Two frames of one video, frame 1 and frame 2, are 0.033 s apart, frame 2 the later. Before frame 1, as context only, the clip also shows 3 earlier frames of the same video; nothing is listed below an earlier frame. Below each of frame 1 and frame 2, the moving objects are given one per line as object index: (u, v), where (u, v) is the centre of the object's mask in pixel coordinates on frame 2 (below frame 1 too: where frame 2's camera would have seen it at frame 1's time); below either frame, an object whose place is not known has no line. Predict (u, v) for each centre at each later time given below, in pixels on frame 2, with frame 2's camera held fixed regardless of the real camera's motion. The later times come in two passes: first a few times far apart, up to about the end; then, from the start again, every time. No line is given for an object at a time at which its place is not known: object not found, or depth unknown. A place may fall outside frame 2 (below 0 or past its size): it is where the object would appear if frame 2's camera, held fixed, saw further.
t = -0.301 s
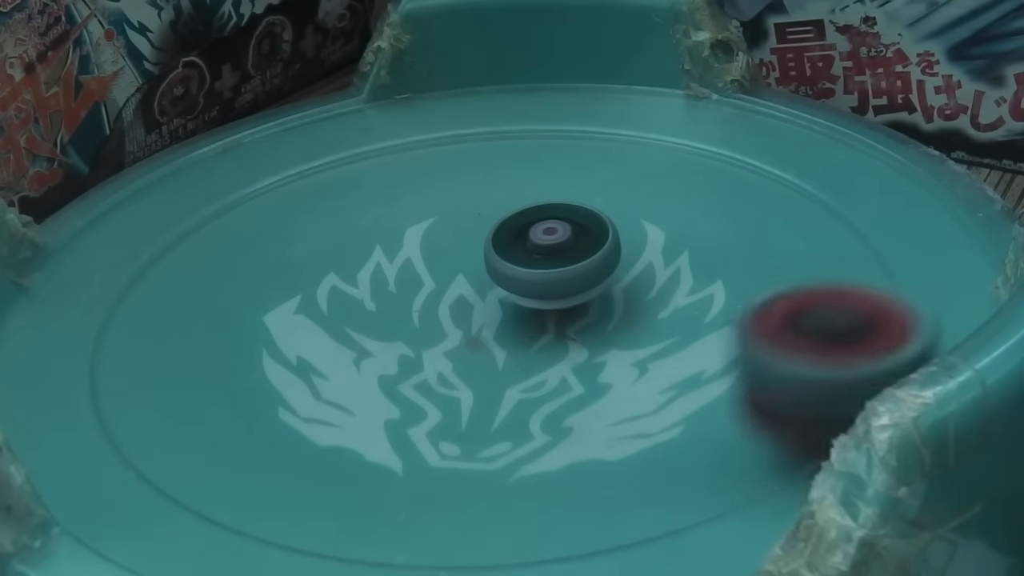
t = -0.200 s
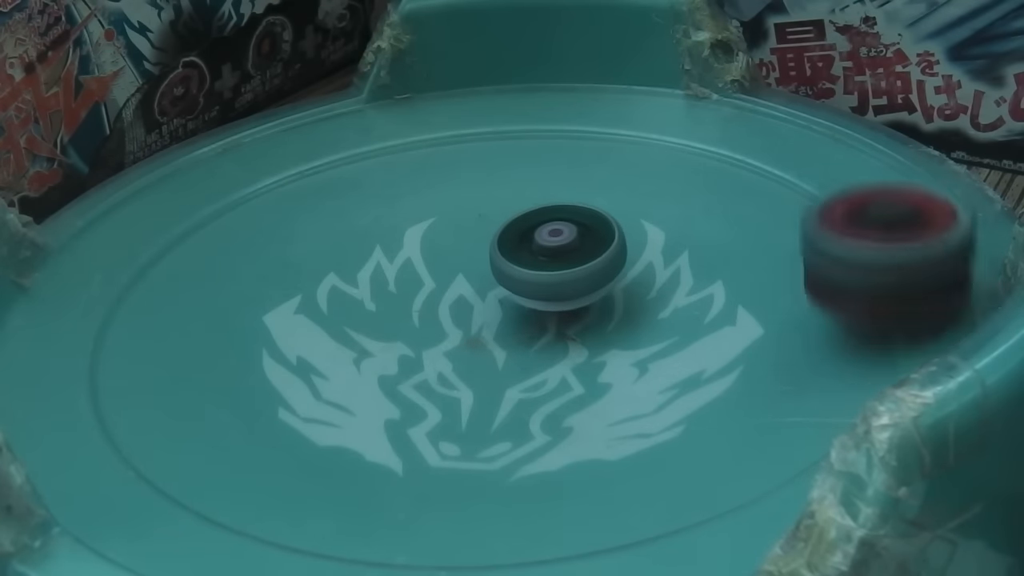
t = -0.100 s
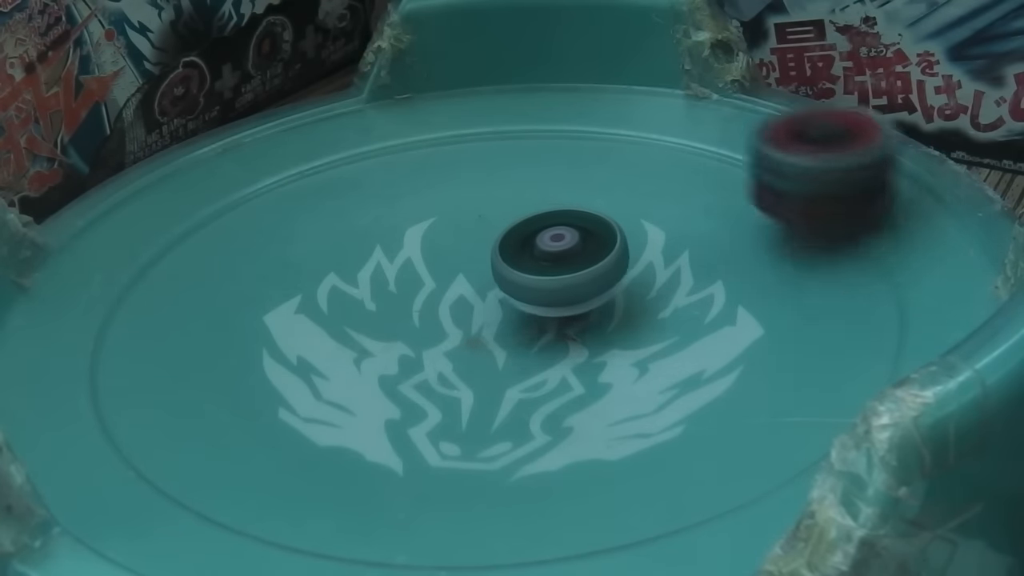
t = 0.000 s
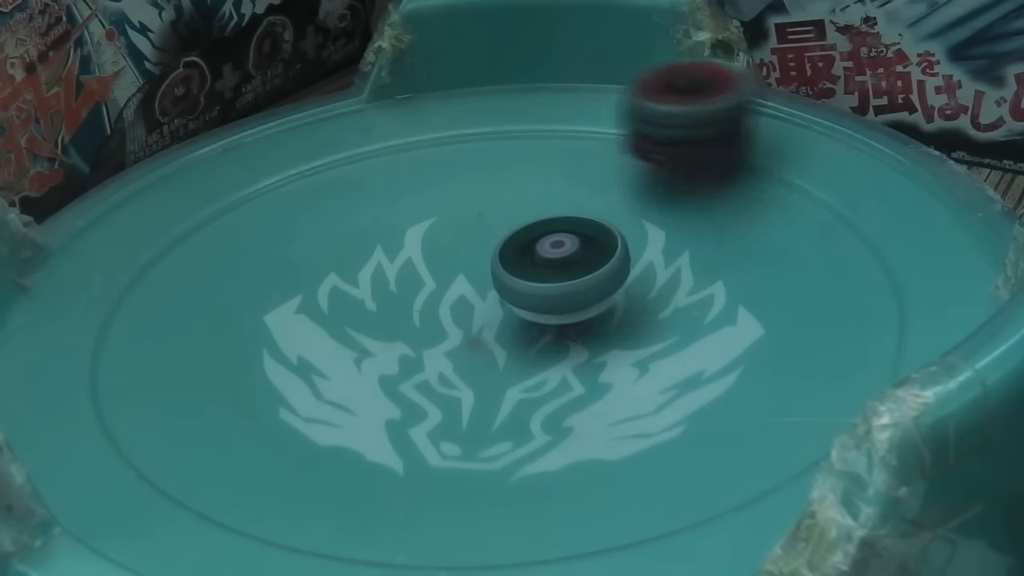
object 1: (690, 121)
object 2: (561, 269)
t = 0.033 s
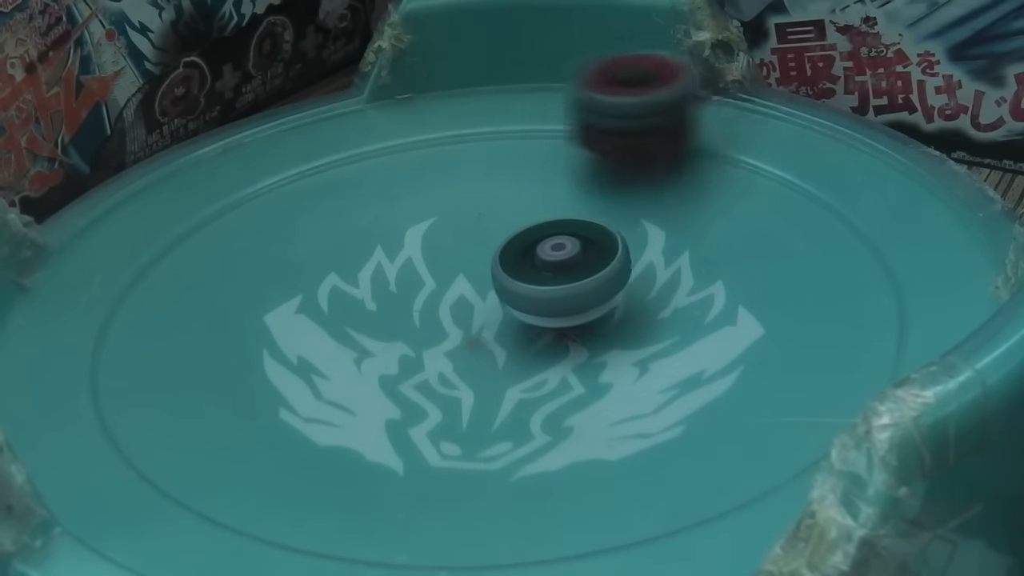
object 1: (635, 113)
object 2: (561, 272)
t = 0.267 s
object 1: (245, 157)
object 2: (570, 288)
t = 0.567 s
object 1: (221, 457)
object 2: (559, 302)
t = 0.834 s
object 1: (842, 336)
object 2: (550, 317)
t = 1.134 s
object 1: (664, 107)
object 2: (556, 323)
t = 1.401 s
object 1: (231, 160)
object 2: (526, 330)
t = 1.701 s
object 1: (246, 452)
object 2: (481, 329)
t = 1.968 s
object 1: (854, 326)
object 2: (445, 327)
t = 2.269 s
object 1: (676, 107)
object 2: (448, 332)
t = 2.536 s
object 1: (259, 150)
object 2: (447, 320)
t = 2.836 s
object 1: (187, 439)
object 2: (436, 294)
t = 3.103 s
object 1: (810, 371)
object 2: (436, 291)
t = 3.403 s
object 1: (743, 127)
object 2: (450, 288)
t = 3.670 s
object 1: (325, 132)
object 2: (473, 276)
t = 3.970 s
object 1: (112, 385)
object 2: (485, 277)
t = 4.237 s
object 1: (703, 443)
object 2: (502, 281)
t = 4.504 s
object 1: (829, 184)
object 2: (519, 283)
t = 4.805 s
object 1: (422, 108)
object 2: (519, 284)
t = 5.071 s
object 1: (107, 269)
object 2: (513, 295)
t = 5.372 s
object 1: (528, 469)
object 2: (512, 310)
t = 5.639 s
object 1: (869, 238)
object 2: (517, 310)
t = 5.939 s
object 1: (544, 101)
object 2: (505, 309)
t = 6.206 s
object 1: (173, 212)
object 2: (492, 308)
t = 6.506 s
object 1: (349, 473)
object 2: (477, 308)
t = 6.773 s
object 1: (863, 311)
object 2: (455, 308)
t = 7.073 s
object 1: (654, 120)
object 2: (463, 303)
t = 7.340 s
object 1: (264, 161)
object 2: (472, 298)
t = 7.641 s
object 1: (181, 421)
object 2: (475, 297)
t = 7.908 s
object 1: (755, 395)
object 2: (482, 293)
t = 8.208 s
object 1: (739, 150)
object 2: (486, 293)
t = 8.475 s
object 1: (370, 130)
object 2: (500, 292)
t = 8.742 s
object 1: (128, 316)
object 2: (510, 295)
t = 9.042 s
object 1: (627, 438)
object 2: (508, 294)
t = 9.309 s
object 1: (823, 212)
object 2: (505, 300)
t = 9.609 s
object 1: (473, 119)
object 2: (497, 309)
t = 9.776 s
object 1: (250, 184)
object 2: (497, 309)
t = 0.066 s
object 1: (580, 107)
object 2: (561, 275)
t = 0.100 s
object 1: (523, 106)
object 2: (563, 277)
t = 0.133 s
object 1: (464, 107)
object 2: (563, 279)
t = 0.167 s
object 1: (407, 113)
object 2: (565, 282)
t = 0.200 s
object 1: (348, 119)
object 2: (566, 284)
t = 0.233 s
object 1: (295, 135)
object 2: (568, 287)
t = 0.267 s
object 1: (245, 157)
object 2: (570, 288)
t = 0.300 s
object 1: (198, 180)
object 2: (571, 290)
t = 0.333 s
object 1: (157, 209)
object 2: (572, 291)
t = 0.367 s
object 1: (128, 242)
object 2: (572, 292)
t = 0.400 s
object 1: (103, 277)
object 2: (572, 293)
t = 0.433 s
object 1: (90, 316)
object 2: (571, 295)
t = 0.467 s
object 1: (96, 354)
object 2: (569, 296)
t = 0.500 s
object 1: (119, 392)
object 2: (566, 298)
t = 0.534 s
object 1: (160, 428)
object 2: (563, 300)
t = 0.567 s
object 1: (221, 457)
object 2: (559, 302)
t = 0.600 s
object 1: (302, 476)
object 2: (557, 303)
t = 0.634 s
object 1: (393, 482)
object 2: (554, 305)
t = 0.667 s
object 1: (494, 478)
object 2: (551, 307)
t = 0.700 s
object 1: (589, 469)
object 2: (549, 309)
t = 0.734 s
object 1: (675, 448)
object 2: (548, 312)
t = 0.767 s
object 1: (748, 415)
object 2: (548, 314)
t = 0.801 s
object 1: (800, 373)
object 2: (549, 316)
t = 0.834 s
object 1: (842, 336)
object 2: (550, 317)
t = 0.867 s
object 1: (869, 303)
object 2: (551, 320)
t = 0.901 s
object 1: (877, 270)
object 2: (551, 321)
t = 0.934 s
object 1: (870, 236)
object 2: (553, 323)
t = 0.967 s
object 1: (853, 206)
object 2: (554, 324)
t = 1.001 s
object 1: (828, 177)
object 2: (554, 325)
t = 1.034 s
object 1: (796, 153)
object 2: (555, 325)
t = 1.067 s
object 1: (758, 134)
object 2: (555, 325)
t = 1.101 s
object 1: (712, 118)
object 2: (556, 324)
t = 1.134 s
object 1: (664, 107)
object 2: (556, 323)
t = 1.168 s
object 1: (612, 99)
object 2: (555, 321)
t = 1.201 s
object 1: (557, 99)
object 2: (554, 321)
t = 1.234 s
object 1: (501, 99)
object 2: (552, 320)
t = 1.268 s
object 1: (443, 102)
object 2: (548, 323)
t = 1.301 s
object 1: (386, 112)
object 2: (543, 324)
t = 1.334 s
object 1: (330, 121)
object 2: (538, 326)
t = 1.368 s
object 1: (279, 141)
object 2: (532, 328)
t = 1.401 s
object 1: (231, 160)
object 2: (526, 330)
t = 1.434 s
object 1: (189, 182)
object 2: (520, 332)
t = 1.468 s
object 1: (152, 210)
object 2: (514, 334)
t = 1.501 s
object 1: (123, 241)
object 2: (508, 335)
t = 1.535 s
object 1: (103, 278)
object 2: (504, 336)
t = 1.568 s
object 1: (97, 317)
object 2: (498, 335)
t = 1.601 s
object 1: (106, 353)
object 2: (493, 335)
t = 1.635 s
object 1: (133, 391)
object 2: (488, 333)
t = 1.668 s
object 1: (180, 425)
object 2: (485, 331)
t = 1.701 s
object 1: (246, 452)
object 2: (481, 329)
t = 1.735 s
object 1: (324, 470)
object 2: (477, 328)
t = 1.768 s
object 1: (421, 472)
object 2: (472, 326)
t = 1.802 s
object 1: (513, 472)
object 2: (466, 323)
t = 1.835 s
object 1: (611, 460)
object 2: (460, 325)
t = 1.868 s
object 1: (696, 438)
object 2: (456, 325)
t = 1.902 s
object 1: (761, 401)
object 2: (452, 325)
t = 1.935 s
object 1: (812, 361)
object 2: (449, 326)
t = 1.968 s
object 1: (854, 326)
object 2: (445, 327)
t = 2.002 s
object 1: (881, 294)
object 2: (444, 328)
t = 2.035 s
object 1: (889, 260)
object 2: (440, 329)
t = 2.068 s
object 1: (884, 227)
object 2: (441, 329)
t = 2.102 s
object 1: (869, 197)
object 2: (441, 330)
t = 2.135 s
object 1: (841, 173)
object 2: (443, 331)
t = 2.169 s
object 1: (807, 149)
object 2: (444, 332)
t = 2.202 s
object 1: (768, 130)
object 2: (447, 332)
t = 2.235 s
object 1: (723, 117)
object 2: (447, 333)
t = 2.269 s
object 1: (676, 107)
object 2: (448, 332)
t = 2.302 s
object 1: (626, 99)
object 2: (448, 332)
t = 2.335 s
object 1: (573, 96)
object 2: (449, 330)
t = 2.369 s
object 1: (520, 93)
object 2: (450, 329)
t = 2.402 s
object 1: (463, 100)
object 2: (451, 328)
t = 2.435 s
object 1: (411, 109)
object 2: (451, 326)
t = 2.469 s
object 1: (355, 118)
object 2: (451, 324)
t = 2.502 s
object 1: (305, 133)
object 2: (450, 322)
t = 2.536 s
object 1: (259, 150)
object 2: (447, 320)
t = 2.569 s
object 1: (215, 171)
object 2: (445, 317)
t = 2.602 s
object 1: (175, 197)
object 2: (441, 314)
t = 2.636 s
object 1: (141, 227)
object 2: (439, 311)
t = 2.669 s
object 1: (117, 260)
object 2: (436, 308)
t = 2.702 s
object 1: (102, 295)
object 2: (435, 304)
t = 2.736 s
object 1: (100, 332)
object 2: (434, 301)
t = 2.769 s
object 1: (112, 369)
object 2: (435, 298)
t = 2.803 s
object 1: (141, 406)
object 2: (436, 296)
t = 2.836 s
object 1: (187, 439)
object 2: (436, 294)
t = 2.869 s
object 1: (252, 466)
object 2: (436, 293)
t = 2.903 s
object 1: (331, 479)
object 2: (435, 292)
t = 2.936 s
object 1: (421, 483)
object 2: (435, 292)
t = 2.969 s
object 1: (515, 482)
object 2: (435, 292)
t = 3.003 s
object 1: (612, 474)
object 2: (435, 291)
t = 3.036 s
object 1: (698, 452)
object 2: (435, 291)
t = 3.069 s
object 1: (759, 413)
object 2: (436, 291)
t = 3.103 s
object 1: (810, 371)
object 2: (436, 291)
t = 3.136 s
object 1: (853, 335)
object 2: (436, 291)
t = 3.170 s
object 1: (882, 304)
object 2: (436, 291)
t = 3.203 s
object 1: (892, 276)
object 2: (437, 290)
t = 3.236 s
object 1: (887, 243)
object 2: (438, 290)
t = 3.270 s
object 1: (873, 213)
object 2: (440, 289)
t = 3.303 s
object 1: (851, 185)
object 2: (441, 290)
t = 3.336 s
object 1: (821, 164)
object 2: (443, 289)
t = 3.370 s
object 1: (786, 143)
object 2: (447, 288)
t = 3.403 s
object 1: (743, 127)
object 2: (450, 288)
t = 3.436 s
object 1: (696, 118)
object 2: (454, 287)
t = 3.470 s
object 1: (648, 109)
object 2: (458, 286)
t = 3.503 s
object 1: (593, 105)
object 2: (462, 285)
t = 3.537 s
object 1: (541, 103)
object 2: (465, 284)
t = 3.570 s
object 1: (489, 103)
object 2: (468, 282)
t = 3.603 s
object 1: (433, 111)
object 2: (470, 280)
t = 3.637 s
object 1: (378, 117)
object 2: (472, 278)
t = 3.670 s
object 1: (325, 132)
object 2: (473, 276)
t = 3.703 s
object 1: (277, 147)
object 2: (475, 275)
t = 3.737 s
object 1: (230, 167)
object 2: (476, 274)
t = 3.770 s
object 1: (187, 188)
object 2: (477, 274)
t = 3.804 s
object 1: (151, 214)
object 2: (478, 273)
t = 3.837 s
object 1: (121, 243)
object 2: (479, 274)
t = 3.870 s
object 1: (98, 276)
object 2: (480, 274)
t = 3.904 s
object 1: (90, 312)
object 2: (483, 275)
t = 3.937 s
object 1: (94, 348)
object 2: (484, 276)
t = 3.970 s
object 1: (112, 385)
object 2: (485, 277)
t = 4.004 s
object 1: (146, 419)
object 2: (485, 278)
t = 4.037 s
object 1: (200, 448)
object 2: (486, 278)
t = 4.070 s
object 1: (268, 471)
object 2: (487, 278)
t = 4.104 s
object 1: (348, 480)
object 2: (490, 278)
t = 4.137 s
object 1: (440, 482)
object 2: (493, 279)
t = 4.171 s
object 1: (532, 479)
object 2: (497, 280)
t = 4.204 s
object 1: (620, 466)
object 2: (500, 280)
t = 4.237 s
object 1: (703, 443)
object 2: (502, 281)
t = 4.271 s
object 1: (761, 405)
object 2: (504, 282)
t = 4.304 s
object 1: (808, 365)
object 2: (506, 282)
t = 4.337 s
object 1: (846, 332)
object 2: (510, 282)
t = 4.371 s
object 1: (869, 302)
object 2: (514, 282)
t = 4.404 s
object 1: (876, 270)
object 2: (516, 283)
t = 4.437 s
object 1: (868, 239)
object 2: (518, 283)
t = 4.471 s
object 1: (852, 210)
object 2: (518, 283)
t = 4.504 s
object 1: (829, 184)
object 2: (519, 283)
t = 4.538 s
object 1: (800, 162)
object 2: (519, 283)
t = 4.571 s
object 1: (765, 142)
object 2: (520, 283)
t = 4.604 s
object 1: (721, 127)
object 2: (521, 283)
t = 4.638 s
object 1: (676, 117)
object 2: (521, 282)
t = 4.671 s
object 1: (627, 109)
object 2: (521, 282)
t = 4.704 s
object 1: (577, 103)
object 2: (520, 282)
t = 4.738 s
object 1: (526, 102)
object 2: (520, 283)
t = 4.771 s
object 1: (474, 103)
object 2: (520, 283)
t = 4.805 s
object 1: (422, 108)
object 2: (519, 284)
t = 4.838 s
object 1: (371, 115)
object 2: (518, 284)
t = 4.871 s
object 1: (320, 128)
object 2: (516, 285)
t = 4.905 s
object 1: (274, 141)
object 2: (516, 286)
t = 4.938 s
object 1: (231, 160)
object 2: (515, 287)
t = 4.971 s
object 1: (190, 182)
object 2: (514, 288)
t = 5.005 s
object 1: (155, 208)
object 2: (514, 289)
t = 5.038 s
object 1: (127, 237)
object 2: (514, 291)
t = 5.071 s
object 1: (107, 269)
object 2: (513, 295)
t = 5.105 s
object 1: (99, 303)
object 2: (511, 298)
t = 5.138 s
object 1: (102, 338)
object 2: (511, 301)
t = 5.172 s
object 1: (119, 374)
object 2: (510, 304)
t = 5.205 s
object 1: (152, 407)
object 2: (509, 307)
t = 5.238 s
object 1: (203, 436)
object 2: (509, 309)
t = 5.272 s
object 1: (269, 459)
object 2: (509, 310)
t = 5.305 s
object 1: (348, 473)
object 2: (510, 311)
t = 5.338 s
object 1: (439, 472)
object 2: (511, 311)
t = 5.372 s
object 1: (528, 469)
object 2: (512, 310)
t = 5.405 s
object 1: (615, 456)
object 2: (513, 311)
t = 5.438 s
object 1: (693, 434)
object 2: (514, 312)
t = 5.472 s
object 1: (756, 401)
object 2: (515, 312)
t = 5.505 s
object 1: (802, 365)
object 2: (515, 312)
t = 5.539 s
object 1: (841, 331)
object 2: (516, 311)
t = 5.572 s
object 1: (865, 301)
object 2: (517, 311)
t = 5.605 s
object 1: (873, 268)
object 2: (517, 311)
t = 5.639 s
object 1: (869, 238)
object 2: (517, 310)
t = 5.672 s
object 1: (856, 210)
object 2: (517, 310)
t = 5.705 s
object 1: (835, 184)
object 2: (517, 310)
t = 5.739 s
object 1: (807, 163)
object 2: (516, 309)
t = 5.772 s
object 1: (774, 143)
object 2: (515, 308)
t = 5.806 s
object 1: (733, 127)
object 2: (514, 308)
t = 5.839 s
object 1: (691, 116)
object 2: (512, 308)
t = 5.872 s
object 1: (644, 108)
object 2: (510, 308)
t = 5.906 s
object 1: (594, 101)
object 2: (508, 309)
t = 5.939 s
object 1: (544, 101)
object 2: (505, 309)
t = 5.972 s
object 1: (493, 105)
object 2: (502, 309)
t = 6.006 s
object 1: (441, 110)
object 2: (500, 309)
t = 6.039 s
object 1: (392, 118)
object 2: (498, 308)
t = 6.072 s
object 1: (342, 128)
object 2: (495, 308)
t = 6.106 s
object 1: (294, 144)
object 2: (493, 308)
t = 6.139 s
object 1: (249, 164)
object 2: (493, 308)
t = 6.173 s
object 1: (210, 186)
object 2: (492, 308)
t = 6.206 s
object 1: (173, 212)
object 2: (492, 308)
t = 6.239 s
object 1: (146, 242)
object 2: (493, 308)
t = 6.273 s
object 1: (126, 273)
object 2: (493, 308)
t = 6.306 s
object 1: (116, 307)
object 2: (493, 308)
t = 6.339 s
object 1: (118, 341)
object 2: (492, 308)
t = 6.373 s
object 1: (133, 375)
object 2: (492, 308)
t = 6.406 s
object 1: (164, 407)
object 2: (491, 309)
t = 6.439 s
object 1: (211, 435)
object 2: (489, 309)
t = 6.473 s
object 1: (275, 460)
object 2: (485, 309)
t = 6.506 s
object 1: (349, 473)
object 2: (477, 308)
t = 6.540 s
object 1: (435, 474)
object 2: (470, 307)
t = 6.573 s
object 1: (520, 472)
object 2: (464, 306)
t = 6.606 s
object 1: (610, 464)
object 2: (459, 305)
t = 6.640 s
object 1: (685, 442)
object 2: (456, 305)
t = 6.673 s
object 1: (748, 411)
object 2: (454, 305)
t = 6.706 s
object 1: (796, 374)
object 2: (454, 306)
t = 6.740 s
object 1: (836, 340)
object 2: (455, 307)
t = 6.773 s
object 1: (863, 311)
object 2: (455, 308)
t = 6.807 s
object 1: (876, 283)
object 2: (454, 308)
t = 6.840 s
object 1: (873, 251)
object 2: (454, 308)
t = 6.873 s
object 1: (861, 224)
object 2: (454, 307)
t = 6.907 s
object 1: (841, 197)
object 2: (454, 307)
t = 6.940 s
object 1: (814, 176)
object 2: (455, 306)
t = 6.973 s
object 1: (782, 156)
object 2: (457, 305)
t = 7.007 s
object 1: (743, 141)
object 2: (459, 304)
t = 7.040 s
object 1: (701, 130)
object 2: (461, 304)
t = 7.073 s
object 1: (654, 120)
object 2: (463, 303)
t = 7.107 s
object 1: (606, 112)
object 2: (465, 302)
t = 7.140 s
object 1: (557, 111)
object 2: (466, 301)
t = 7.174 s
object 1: (508, 111)
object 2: (469, 300)
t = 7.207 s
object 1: (457, 115)
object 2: (470, 300)
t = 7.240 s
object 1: (407, 120)
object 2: (472, 299)
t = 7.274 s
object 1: (357, 131)
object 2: (473, 299)
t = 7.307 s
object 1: (309, 142)
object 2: (473, 299)
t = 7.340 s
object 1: (264, 161)
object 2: (472, 298)
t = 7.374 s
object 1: (222, 183)
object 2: (472, 299)
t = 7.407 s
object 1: (185, 206)
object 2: (471, 299)
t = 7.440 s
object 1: (154, 232)
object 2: (472, 299)
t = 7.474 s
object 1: (131, 263)
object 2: (472, 299)
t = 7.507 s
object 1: (116, 294)
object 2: (473, 298)
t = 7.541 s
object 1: (111, 325)
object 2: (474, 298)
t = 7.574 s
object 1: (119, 359)
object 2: (474, 298)
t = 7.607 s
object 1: (142, 391)
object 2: (475, 297)
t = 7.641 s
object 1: (181, 421)
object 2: (475, 297)
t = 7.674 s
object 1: (234, 446)
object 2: (476, 296)
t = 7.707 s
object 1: (303, 465)
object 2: (477, 295)
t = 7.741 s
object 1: (383, 471)
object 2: (478, 295)
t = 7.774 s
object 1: (466, 473)
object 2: (479, 294)
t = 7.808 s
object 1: (550, 464)
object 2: (481, 294)
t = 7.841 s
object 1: (631, 449)
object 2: (482, 294)
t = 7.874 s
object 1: (700, 426)
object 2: (482, 293)
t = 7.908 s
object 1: (755, 395)
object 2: (482, 293)
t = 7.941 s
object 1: (798, 361)
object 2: (482, 293)
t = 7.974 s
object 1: (829, 328)
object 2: (482, 292)
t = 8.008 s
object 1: (846, 300)
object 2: (483, 292)
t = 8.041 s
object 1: (848, 267)
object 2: (483, 292)
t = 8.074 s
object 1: (841, 238)
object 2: (483, 292)
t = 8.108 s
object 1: (825, 212)
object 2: (483, 292)
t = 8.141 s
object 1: (802, 188)
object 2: (483, 292)
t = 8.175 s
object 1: (774, 168)
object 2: (485, 292)
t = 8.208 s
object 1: (739, 150)
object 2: (486, 293)
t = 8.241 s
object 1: (699, 138)
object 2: (487, 293)
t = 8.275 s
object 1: (654, 124)
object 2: (488, 293)
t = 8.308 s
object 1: (609, 118)
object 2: (490, 293)
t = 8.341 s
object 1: (562, 114)
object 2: (492, 293)
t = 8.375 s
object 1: (515, 113)
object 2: (494, 293)
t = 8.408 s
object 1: (467, 115)
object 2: (496, 293)
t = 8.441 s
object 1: (418, 120)
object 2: (498, 293)
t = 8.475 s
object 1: (370, 130)
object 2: (500, 292)
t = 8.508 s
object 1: (321, 142)
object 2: (502, 292)
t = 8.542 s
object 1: (278, 157)
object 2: (505, 293)
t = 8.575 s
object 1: (238, 175)
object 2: (508, 293)
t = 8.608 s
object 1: (200, 198)
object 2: (509, 294)
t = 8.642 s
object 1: (170, 225)
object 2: (510, 294)
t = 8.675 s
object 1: (148, 254)
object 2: (510, 295)
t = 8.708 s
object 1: (133, 284)
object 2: (510, 295)
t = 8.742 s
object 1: (128, 316)
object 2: (510, 295)
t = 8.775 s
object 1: (135, 348)
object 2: (510, 295)
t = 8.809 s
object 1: (157, 380)
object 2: (511, 295)
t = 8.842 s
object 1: (192, 408)
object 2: (511, 295)
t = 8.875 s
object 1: (246, 433)
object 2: (510, 295)
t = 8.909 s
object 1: (311, 452)
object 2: (510, 294)
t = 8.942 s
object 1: (385, 463)
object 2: (509, 294)
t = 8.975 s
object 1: (468, 458)
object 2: (509, 294)
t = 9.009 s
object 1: (549, 452)
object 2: (508, 294)
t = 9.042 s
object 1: (627, 438)
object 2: (508, 294)
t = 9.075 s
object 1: (695, 416)
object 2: (508, 295)
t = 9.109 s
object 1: (751, 389)
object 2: (508, 295)
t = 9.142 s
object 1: (792, 358)
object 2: (508, 296)
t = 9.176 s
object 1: (822, 326)
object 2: (507, 296)
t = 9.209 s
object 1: (839, 295)
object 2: (507, 297)
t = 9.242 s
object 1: (843, 266)
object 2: (507, 298)
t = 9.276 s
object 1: (838, 237)
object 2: (506, 299)
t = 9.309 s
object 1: (823, 212)
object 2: (505, 300)
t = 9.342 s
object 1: (803, 188)
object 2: (505, 301)
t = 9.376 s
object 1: (776, 168)
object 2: (504, 303)
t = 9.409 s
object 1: (741, 150)
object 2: (502, 305)
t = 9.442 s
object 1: (703, 139)
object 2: (501, 306)
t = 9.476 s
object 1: (659, 130)
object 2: (499, 307)
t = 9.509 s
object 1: (614, 120)
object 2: (498, 308)
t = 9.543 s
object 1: (569, 118)
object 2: (498, 309)
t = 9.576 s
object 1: (522, 117)
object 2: (497, 309)
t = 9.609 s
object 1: (473, 119)
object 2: (497, 309)
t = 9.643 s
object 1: (424, 124)
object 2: (497, 309)
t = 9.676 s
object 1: (376, 138)
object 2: (497, 309)
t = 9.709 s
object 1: (331, 149)
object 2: (497, 309)
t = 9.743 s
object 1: (289, 165)
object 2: (497, 309)
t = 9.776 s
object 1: (250, 184)
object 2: (497, 309)
